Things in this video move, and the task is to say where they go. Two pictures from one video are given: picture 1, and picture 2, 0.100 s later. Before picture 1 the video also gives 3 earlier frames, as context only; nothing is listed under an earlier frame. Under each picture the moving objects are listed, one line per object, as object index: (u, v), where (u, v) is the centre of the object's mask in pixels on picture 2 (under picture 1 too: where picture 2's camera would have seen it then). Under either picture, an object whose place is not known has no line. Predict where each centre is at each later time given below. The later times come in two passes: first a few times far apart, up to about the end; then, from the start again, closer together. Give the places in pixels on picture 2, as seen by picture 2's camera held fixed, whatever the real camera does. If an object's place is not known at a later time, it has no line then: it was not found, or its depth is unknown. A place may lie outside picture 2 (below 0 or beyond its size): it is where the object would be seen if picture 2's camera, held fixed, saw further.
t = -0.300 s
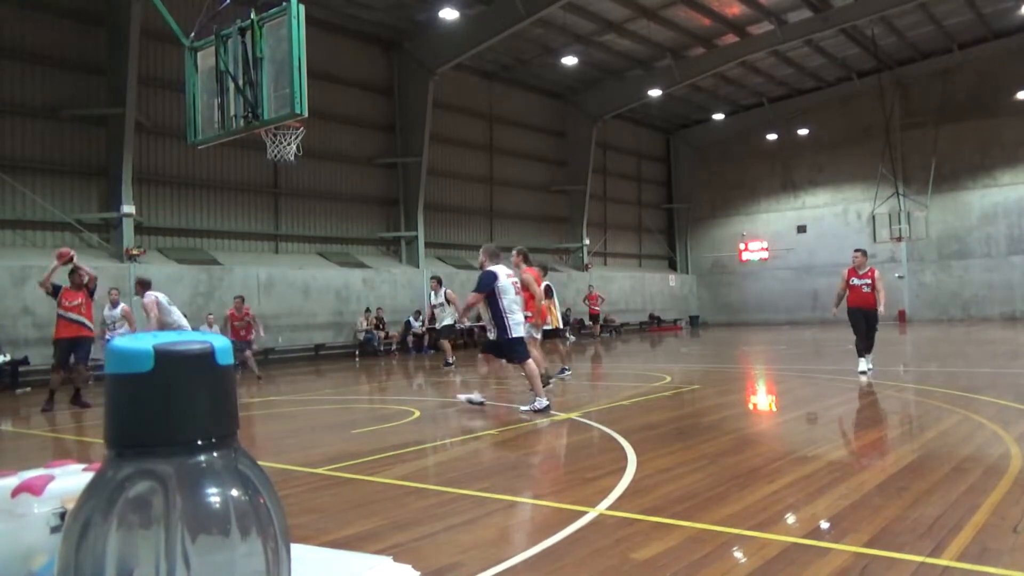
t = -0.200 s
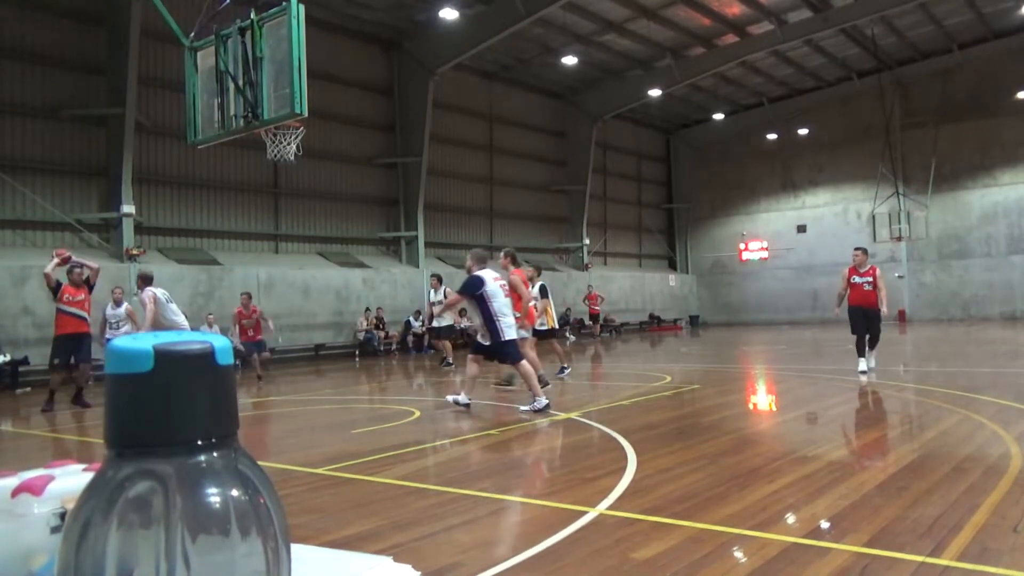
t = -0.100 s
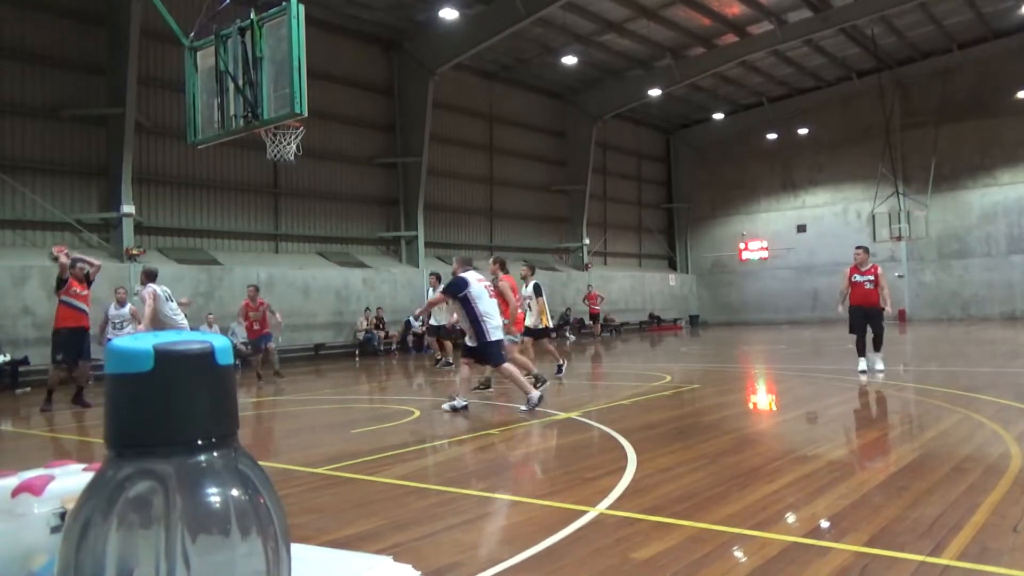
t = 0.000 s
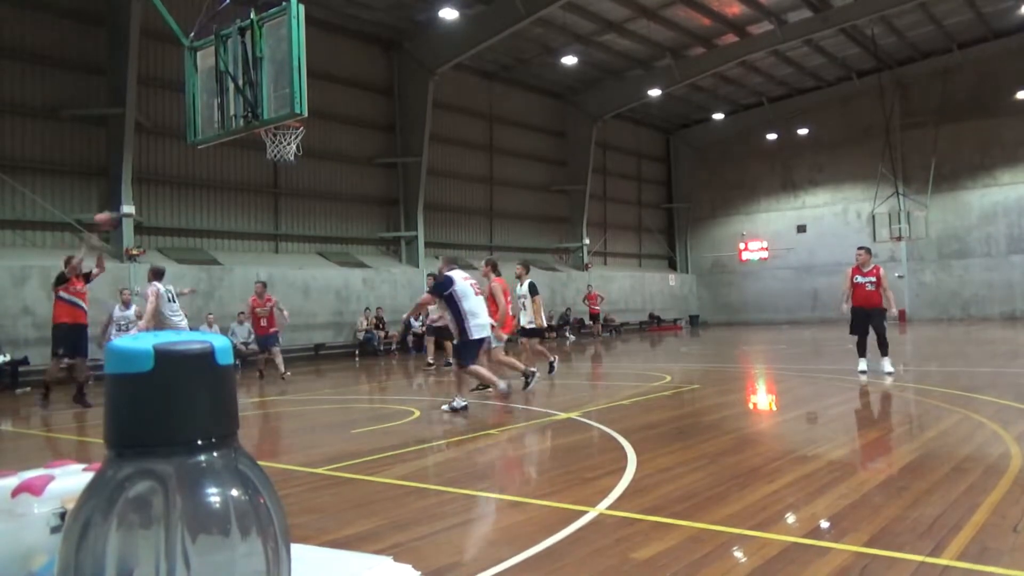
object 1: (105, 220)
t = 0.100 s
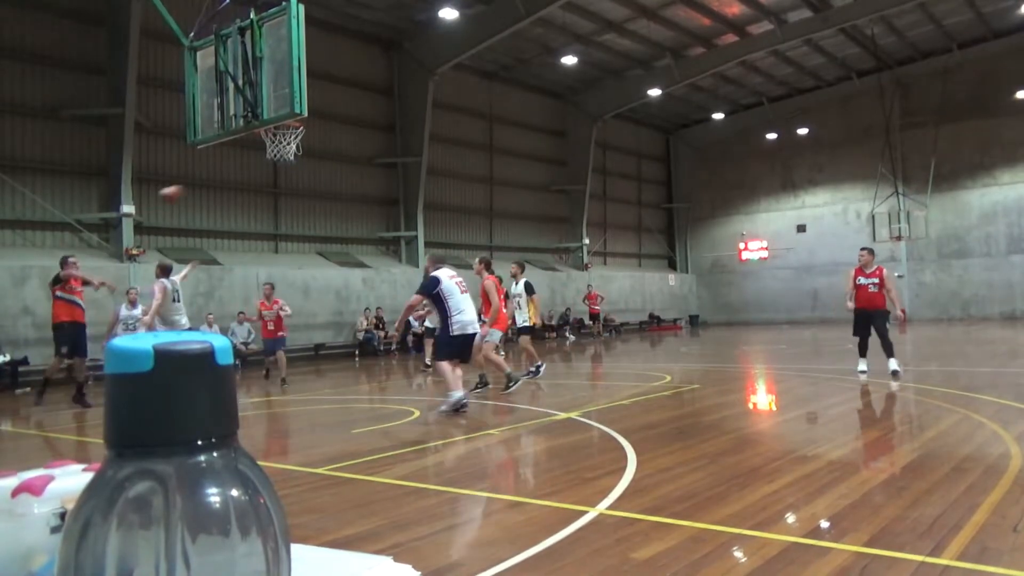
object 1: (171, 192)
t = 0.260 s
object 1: (286, 168)
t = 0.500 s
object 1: (464, 162)
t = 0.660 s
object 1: (586, 185)
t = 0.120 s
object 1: (185, 189)
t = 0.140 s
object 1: (201, 186)
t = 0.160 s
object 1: (215, 180)
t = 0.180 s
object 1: (228, 177)
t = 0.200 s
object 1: (243, 174)
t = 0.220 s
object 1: (258, 172)
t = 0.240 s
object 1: (273, 170)
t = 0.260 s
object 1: (286, 168)
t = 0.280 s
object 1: (302, 164)
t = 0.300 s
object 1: (317, 162)
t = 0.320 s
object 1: (330, 161)
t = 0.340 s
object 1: (346, 160)
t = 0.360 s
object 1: (359, 160)
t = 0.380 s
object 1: (375, 159)
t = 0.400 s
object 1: (390, 160)
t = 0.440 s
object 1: (419, 160)
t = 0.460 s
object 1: (436, 160)
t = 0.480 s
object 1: (449, 160)
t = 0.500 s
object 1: (464, 162)
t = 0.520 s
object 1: (480, 164)
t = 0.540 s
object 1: (495, 166)
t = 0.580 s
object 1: (526, 171)
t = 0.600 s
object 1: (541, 174)
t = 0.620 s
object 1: (556, 178)
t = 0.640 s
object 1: (571, 180)
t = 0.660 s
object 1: (586, 185)
